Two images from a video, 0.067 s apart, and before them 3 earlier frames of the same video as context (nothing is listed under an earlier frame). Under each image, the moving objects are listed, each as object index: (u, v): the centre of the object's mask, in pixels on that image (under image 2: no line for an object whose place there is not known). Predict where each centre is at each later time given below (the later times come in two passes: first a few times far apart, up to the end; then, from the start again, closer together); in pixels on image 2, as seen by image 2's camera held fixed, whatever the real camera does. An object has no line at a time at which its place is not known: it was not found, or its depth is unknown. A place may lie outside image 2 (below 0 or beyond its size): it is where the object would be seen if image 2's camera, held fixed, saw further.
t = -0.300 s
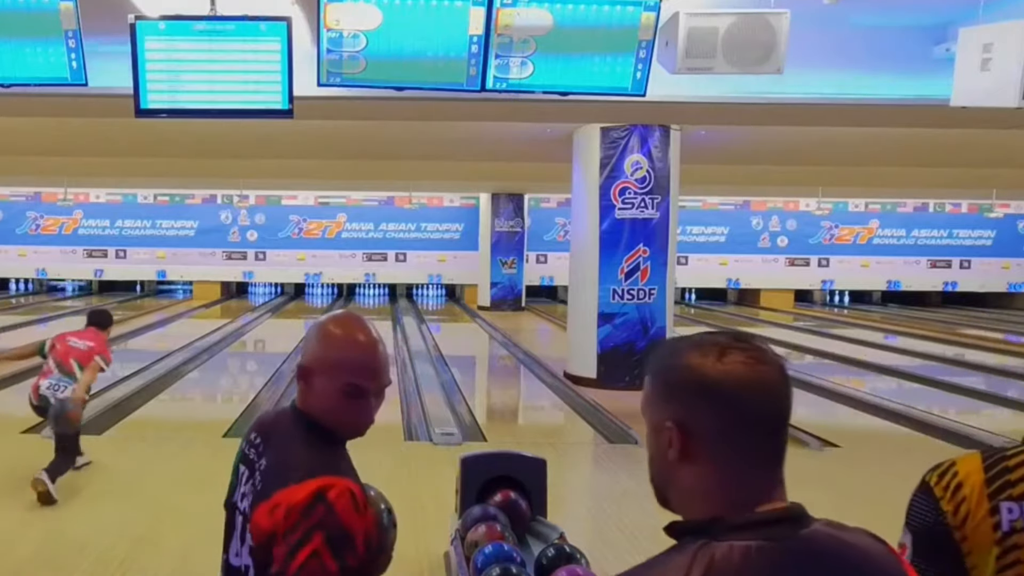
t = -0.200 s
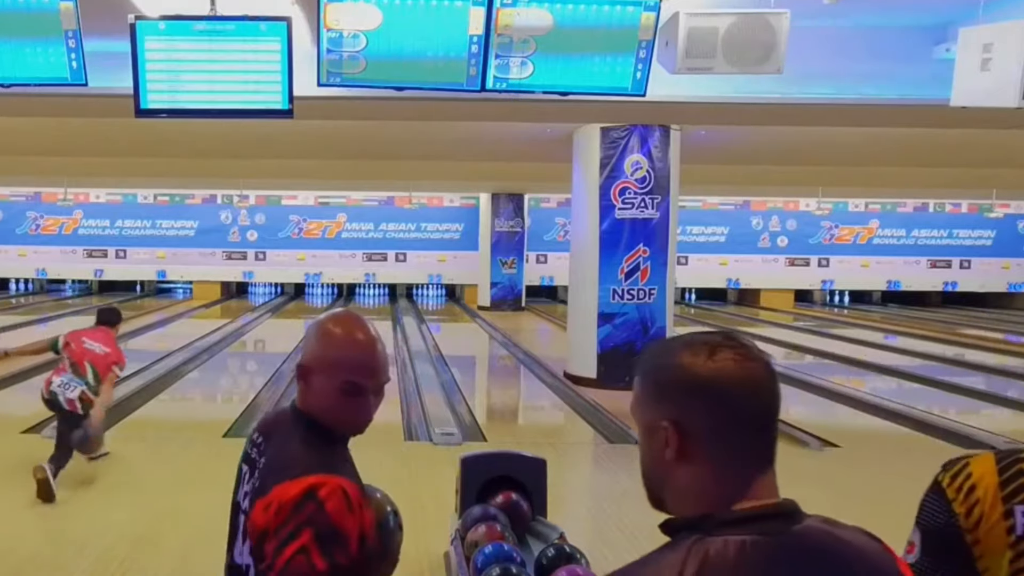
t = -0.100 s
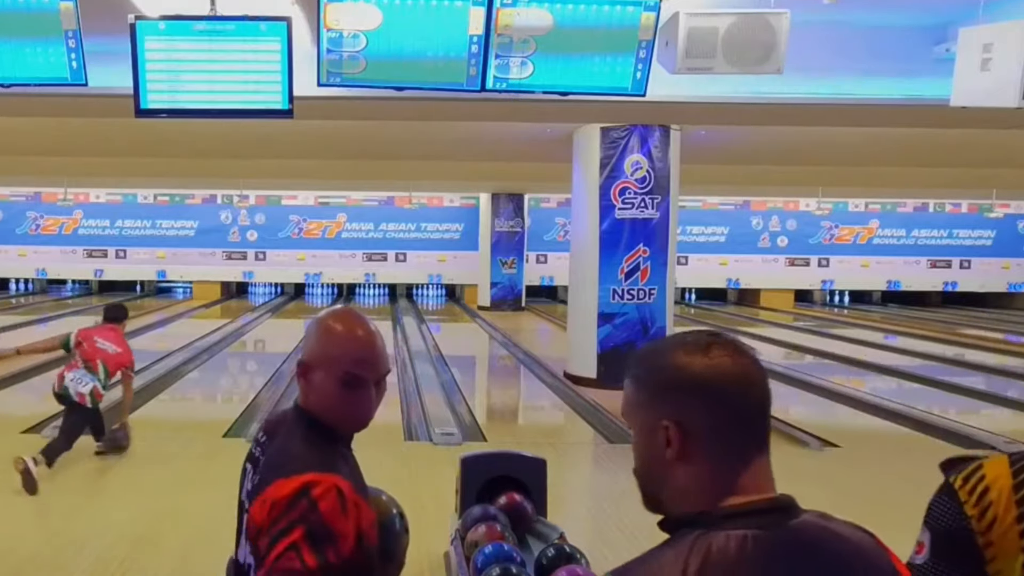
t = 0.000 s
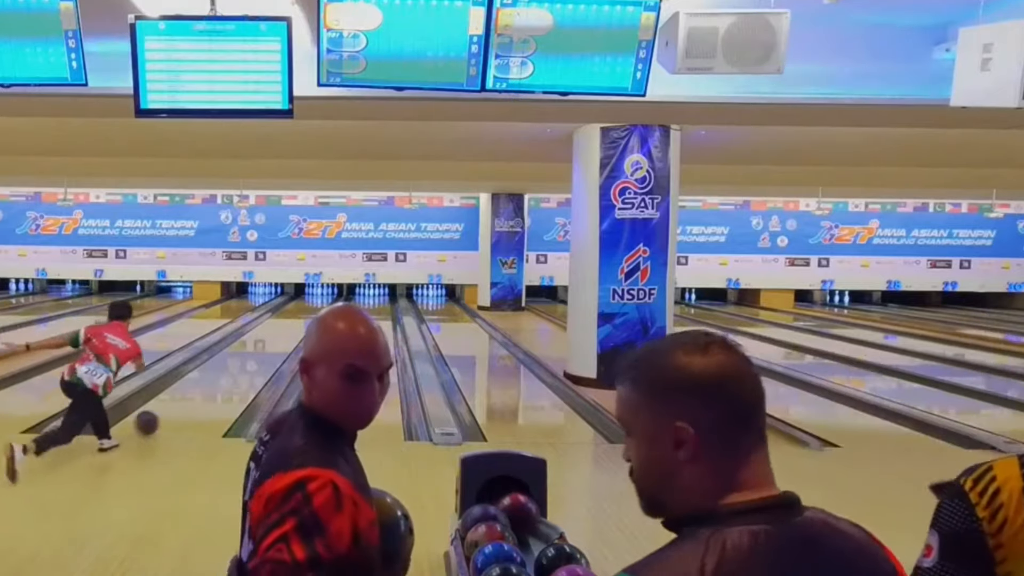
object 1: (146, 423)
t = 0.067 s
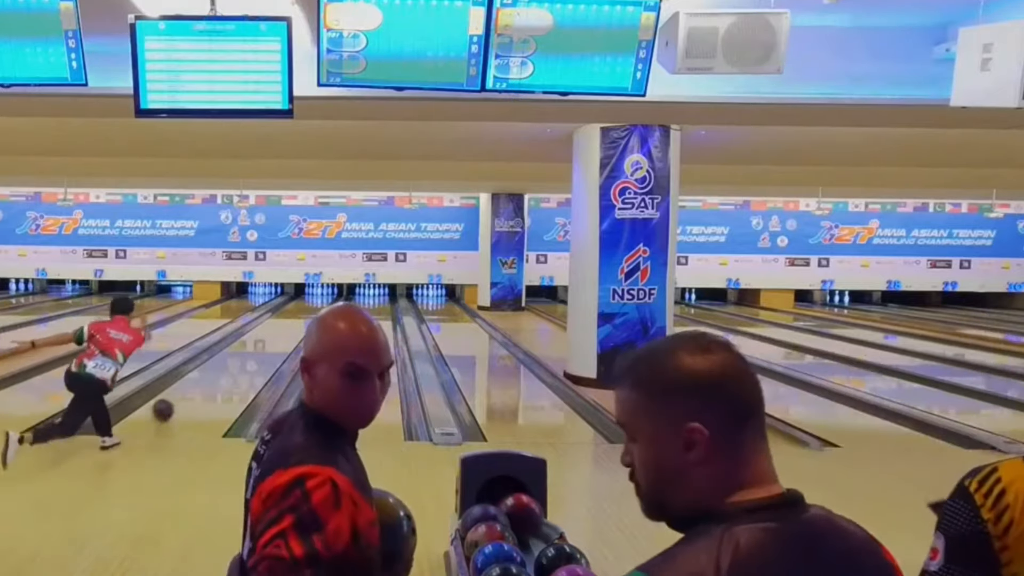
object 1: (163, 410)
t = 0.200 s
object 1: (189, 388)
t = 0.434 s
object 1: (223, 365)
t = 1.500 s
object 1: (296, 311)
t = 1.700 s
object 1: (301, 307)
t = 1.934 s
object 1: (309, 301)
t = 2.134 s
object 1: (315, 298)
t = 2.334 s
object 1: (319, 295)
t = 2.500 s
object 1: (322, 291)
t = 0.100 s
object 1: (170, 404)
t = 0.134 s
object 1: (176, 399)
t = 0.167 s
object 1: (183, 394)
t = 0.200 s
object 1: (189, 388)
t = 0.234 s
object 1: (194, 384)
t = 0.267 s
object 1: (200, 381)
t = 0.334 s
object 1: (210, 374)
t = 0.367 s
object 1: (214, 371)
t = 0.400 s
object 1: (219, 367)
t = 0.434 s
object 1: (223, 365)
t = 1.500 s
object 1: (296, 311)
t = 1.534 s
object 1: (298, 310)
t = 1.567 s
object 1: (298, 309)
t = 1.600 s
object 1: (298, 309)
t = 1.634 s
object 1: (299, 308)
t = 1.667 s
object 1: (300, 308)
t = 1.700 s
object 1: (301, 307)
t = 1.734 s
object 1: (304, 304)
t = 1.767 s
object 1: (304, 304)
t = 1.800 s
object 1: (304, 304)
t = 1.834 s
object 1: (306, 304)
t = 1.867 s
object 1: (309, 302)
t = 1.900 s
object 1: (309, 301)
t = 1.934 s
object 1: (309, 301)
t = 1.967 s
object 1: (310, 301)
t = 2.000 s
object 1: (310, 302)
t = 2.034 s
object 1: (313, 300)
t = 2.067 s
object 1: (313, 299)
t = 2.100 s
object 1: (315, 298)
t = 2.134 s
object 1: (315, 298)
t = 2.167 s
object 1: (315, 296)
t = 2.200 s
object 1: (316, 295)
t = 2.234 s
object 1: (316, 295)
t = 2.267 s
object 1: (317, 294)
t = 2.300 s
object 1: (318, 295)
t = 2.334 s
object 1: (319, 295)
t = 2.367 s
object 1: (320, 294)
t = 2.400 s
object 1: (320, 294)
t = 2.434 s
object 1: (320, 294)
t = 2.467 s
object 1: (321, 293)
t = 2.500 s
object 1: (322, 291)
